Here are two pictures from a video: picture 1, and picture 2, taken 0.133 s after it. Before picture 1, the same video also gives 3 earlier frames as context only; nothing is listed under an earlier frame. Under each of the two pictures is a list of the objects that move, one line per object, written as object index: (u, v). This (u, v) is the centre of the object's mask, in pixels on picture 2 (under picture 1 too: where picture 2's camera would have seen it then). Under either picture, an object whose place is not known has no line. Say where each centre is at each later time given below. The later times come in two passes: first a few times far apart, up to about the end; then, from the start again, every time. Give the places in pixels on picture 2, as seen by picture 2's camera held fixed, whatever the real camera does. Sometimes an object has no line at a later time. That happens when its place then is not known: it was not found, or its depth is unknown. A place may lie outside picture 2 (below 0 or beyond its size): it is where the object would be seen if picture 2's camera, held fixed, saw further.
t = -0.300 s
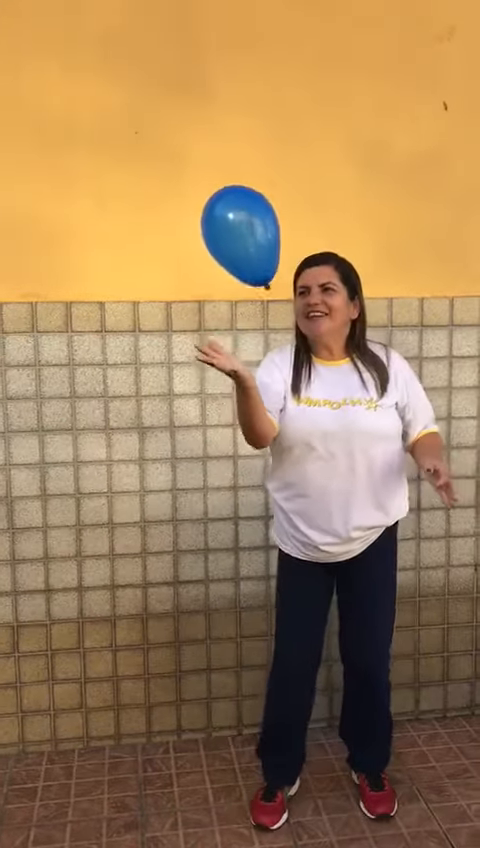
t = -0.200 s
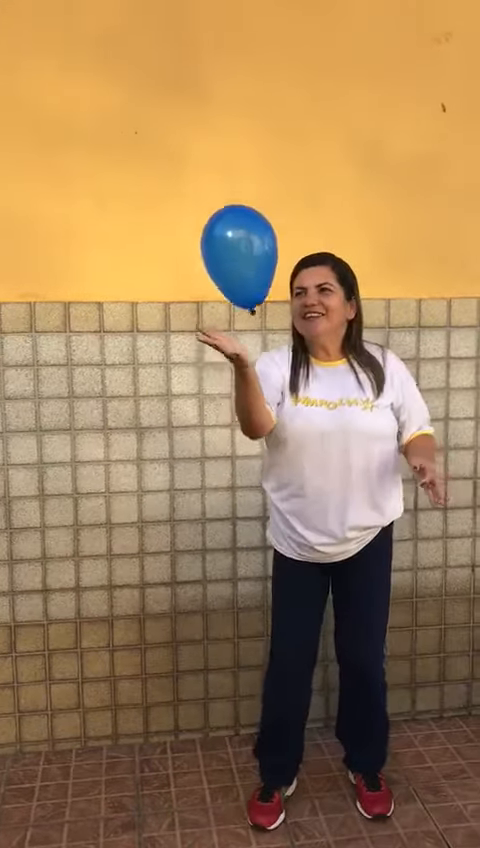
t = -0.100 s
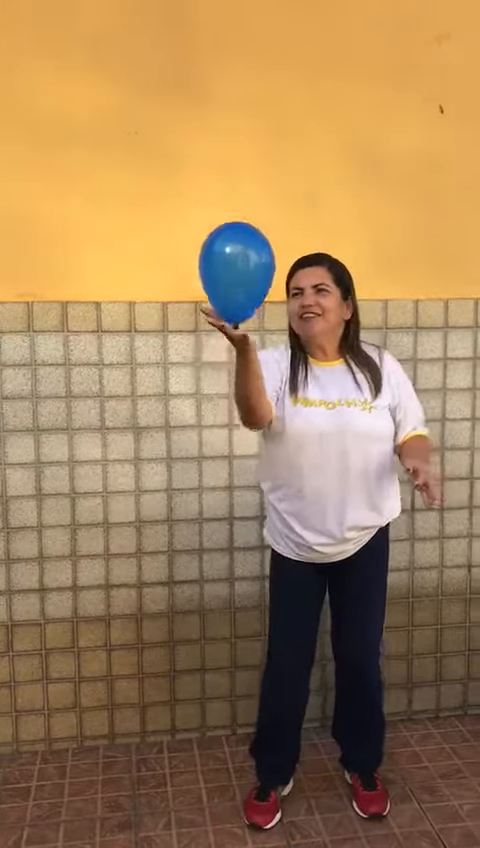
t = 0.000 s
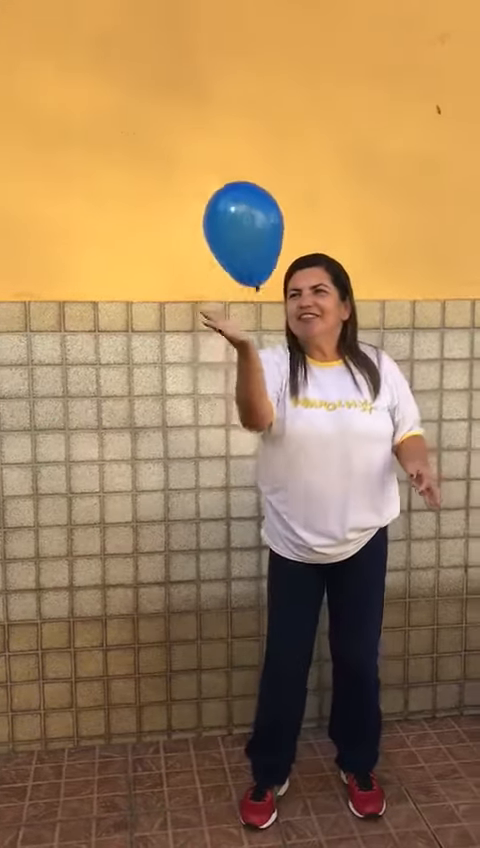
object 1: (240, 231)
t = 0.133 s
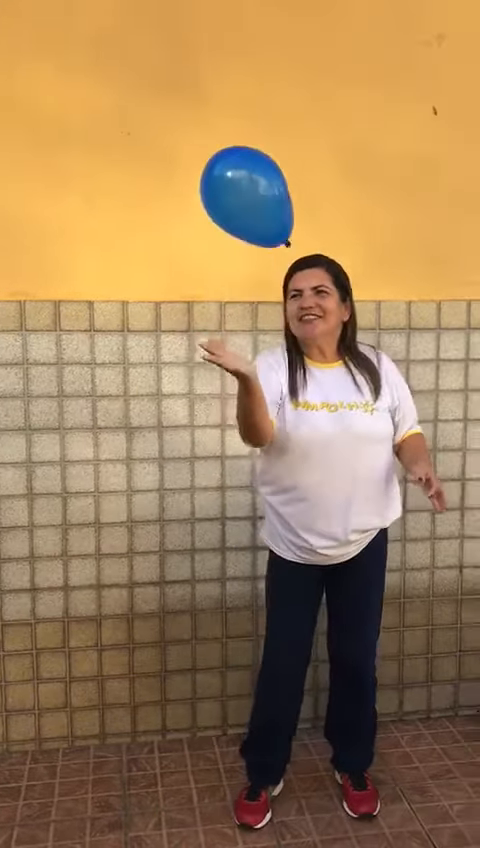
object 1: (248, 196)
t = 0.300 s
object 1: (249, 179)
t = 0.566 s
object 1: (236, 213)
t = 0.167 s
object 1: (248, 190)
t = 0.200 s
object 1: (249, 186)
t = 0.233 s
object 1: (249, 183)
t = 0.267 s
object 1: (249, 181)
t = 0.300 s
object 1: (249, 179)
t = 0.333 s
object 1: (248, 180)
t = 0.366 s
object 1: (246, 181)
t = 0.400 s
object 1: (245, 183)
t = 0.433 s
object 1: (244, 186)
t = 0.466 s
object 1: (243, 191)
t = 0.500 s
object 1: (241, 197)
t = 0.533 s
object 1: (239, 205)
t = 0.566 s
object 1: (236, 213)
